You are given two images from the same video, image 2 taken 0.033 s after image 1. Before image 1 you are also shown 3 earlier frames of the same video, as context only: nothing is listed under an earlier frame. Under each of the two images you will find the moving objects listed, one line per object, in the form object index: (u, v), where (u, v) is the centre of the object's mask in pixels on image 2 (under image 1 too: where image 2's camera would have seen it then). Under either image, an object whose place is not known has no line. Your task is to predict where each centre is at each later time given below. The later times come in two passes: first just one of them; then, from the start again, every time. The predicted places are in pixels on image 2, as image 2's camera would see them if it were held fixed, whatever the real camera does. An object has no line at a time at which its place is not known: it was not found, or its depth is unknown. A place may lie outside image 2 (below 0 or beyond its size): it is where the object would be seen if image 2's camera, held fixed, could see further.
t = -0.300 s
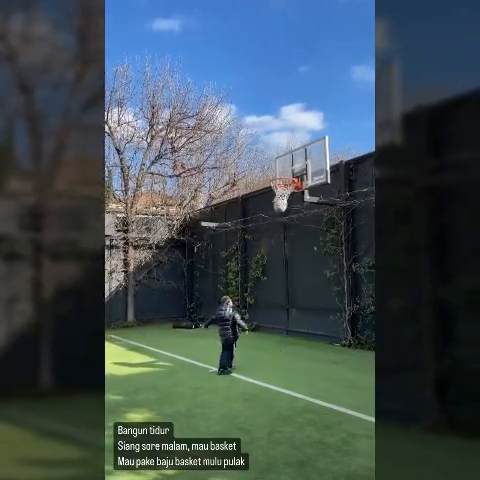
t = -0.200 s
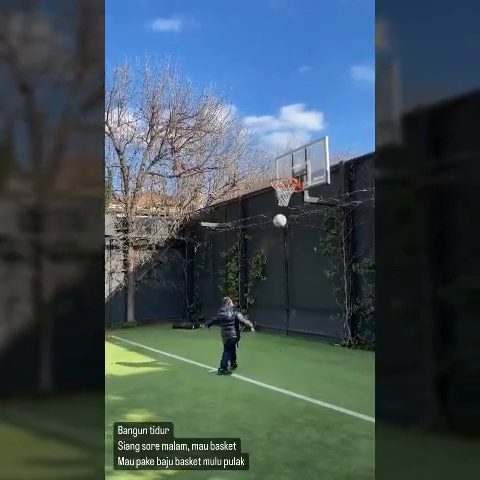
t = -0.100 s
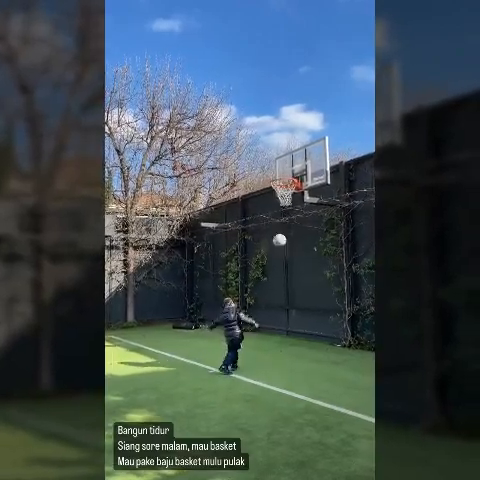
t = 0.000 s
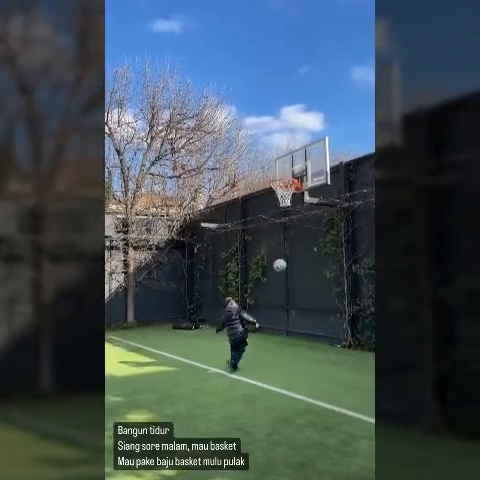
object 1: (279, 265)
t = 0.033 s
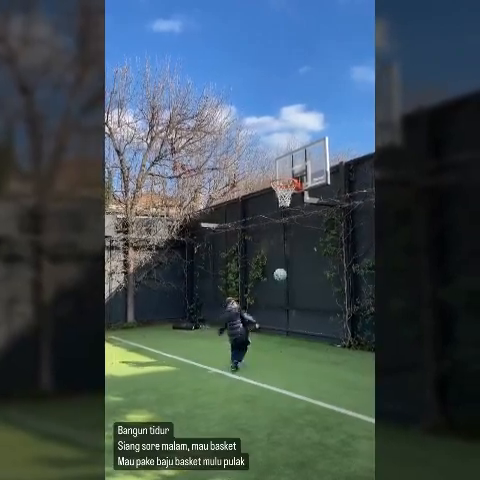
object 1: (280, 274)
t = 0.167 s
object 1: (280, 318)
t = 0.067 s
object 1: (280, 284)
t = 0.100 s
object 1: (280, 295)
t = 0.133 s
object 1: (280, 306)
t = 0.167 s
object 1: (280, 318)
